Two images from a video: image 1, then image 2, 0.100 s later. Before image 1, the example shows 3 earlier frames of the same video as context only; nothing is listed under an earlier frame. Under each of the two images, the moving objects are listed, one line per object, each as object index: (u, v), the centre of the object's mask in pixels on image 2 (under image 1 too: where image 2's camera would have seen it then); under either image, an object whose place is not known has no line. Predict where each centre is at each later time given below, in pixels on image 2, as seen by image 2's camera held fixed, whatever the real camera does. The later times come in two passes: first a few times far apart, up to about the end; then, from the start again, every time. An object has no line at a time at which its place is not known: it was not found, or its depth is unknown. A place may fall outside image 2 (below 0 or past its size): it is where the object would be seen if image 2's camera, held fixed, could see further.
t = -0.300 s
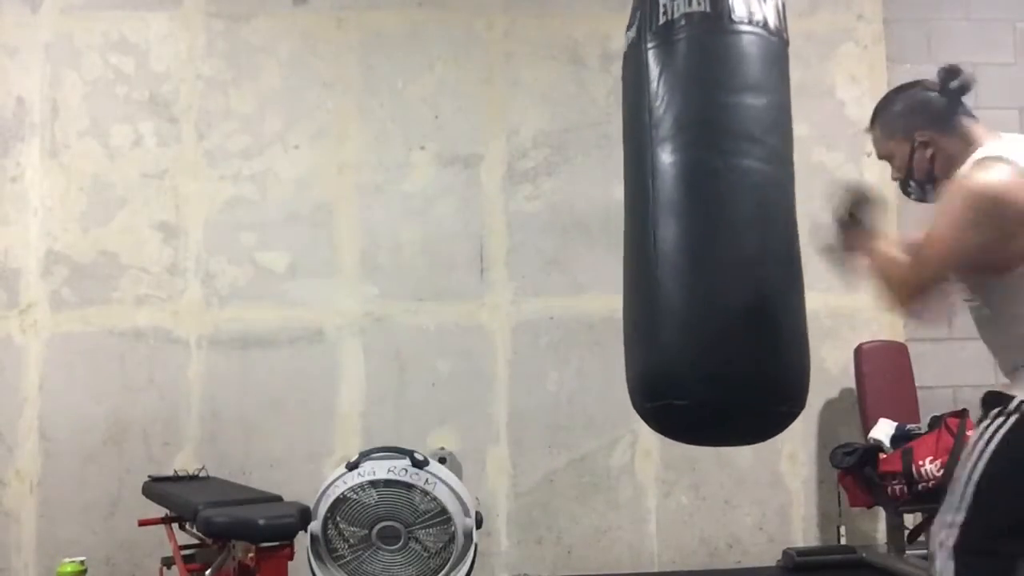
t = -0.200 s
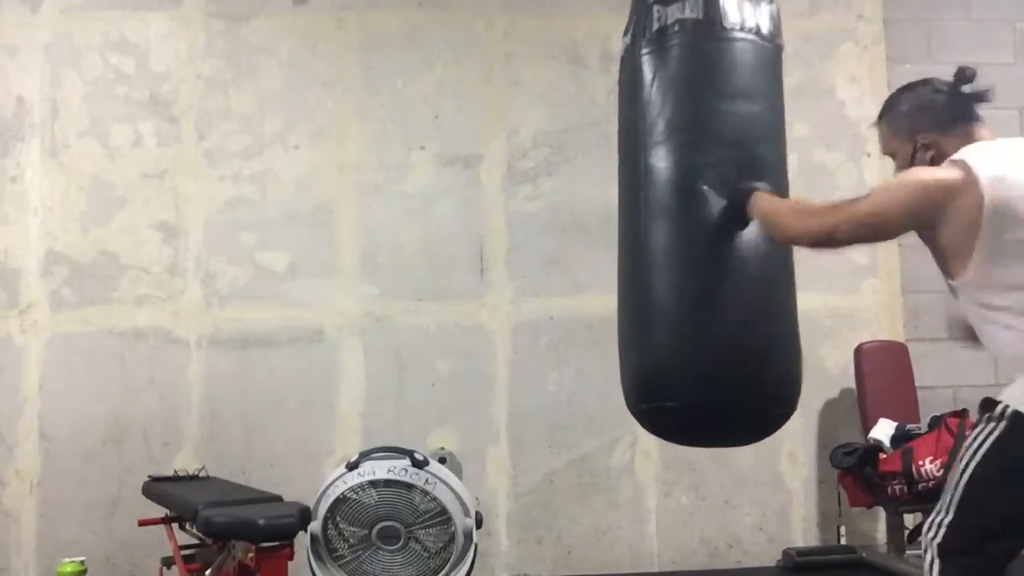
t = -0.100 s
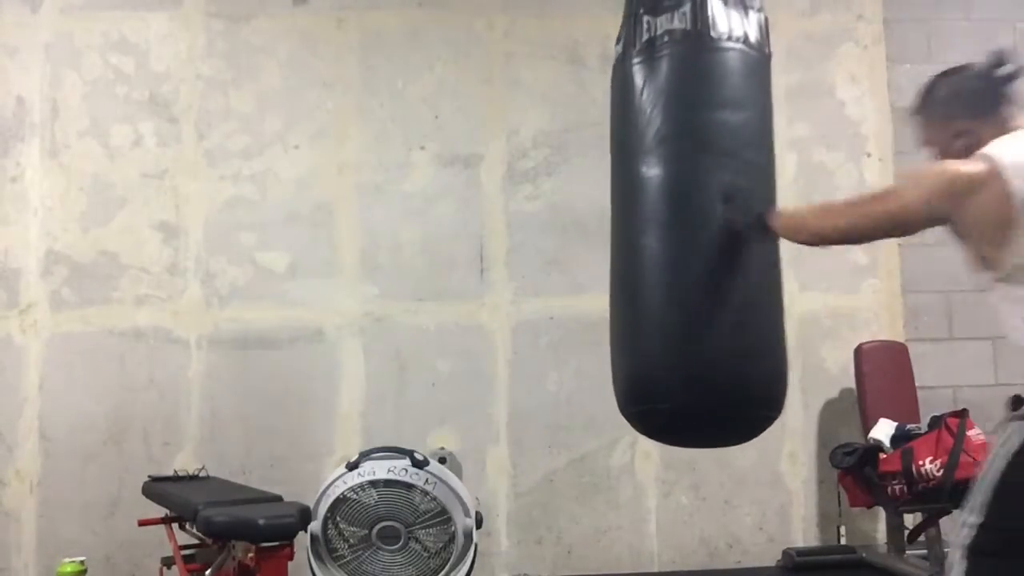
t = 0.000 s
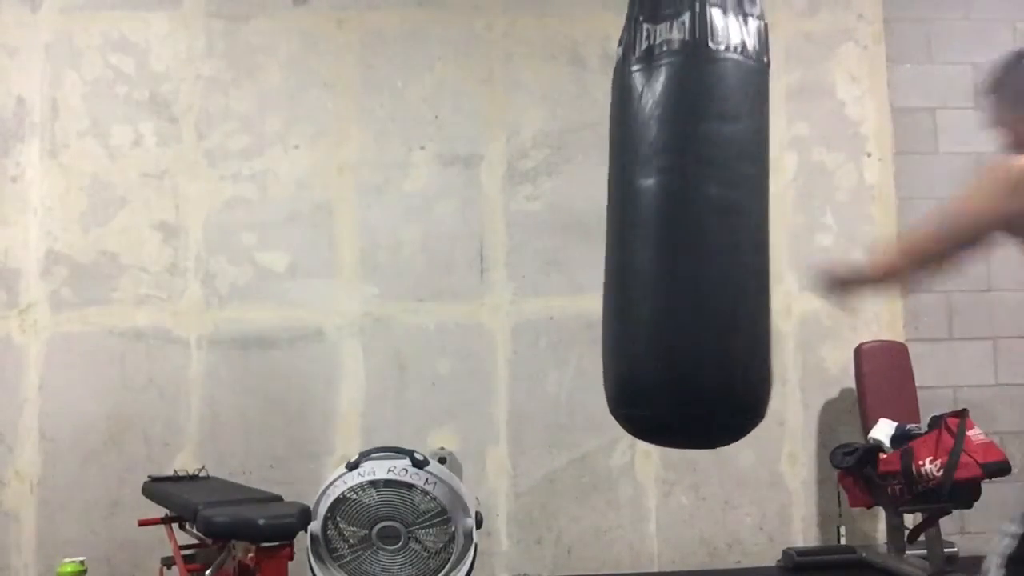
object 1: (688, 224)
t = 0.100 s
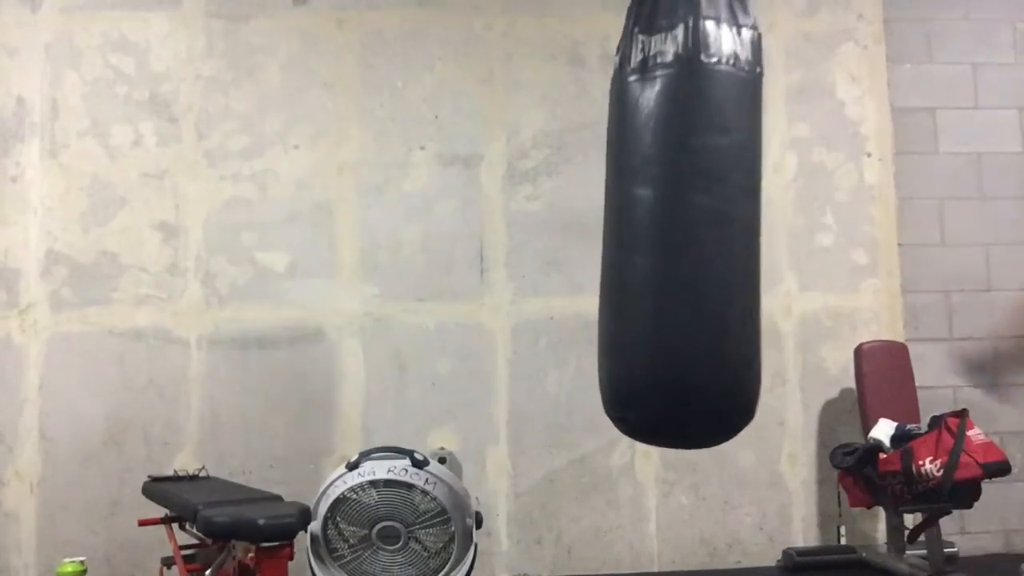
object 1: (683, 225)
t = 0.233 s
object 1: (677, 224)
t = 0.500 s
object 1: (681, 219)
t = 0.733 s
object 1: (694, 213)
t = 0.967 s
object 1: (713, 214)
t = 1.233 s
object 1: (736, 218)
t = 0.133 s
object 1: (680, 225)
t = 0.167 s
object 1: (679, 225)
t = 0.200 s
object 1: (677, 225)
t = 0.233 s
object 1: (677, 224)
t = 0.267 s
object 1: (678, 223)
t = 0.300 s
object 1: (677, 222)
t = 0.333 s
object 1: (678, 220)
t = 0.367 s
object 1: (679, 220)
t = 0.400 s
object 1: (679, 219)
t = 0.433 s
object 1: (679, 219)
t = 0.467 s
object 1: (680, 219)
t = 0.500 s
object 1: (681, 219)
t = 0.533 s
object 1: (682, 218)
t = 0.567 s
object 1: (683, 218)
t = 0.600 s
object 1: (685, 217)
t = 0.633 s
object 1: (687, 216)
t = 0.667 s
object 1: (690, 215)
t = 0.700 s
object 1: (693, 215)
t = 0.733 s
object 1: (694, 213)
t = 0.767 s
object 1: (696, 213)
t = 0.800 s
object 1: (699, 213)
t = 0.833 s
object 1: (701, 213)
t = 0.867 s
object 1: (703, 213)
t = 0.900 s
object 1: (706, 213)
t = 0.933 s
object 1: (709, 214)
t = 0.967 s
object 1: (713, 214)
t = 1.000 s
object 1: (716, 214)
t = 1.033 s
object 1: (719, 214)
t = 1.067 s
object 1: (722, 215)
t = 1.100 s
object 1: (725, 216)
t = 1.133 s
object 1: (728, 216)
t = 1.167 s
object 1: (730, 217)
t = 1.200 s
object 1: (733, 217)
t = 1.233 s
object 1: (736, 218)
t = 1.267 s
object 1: (739, 218)
